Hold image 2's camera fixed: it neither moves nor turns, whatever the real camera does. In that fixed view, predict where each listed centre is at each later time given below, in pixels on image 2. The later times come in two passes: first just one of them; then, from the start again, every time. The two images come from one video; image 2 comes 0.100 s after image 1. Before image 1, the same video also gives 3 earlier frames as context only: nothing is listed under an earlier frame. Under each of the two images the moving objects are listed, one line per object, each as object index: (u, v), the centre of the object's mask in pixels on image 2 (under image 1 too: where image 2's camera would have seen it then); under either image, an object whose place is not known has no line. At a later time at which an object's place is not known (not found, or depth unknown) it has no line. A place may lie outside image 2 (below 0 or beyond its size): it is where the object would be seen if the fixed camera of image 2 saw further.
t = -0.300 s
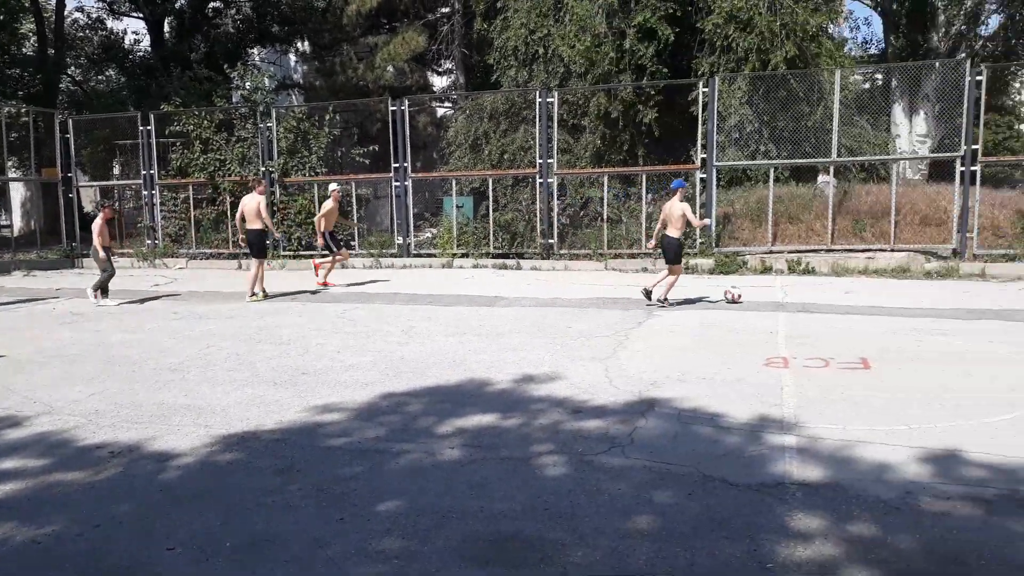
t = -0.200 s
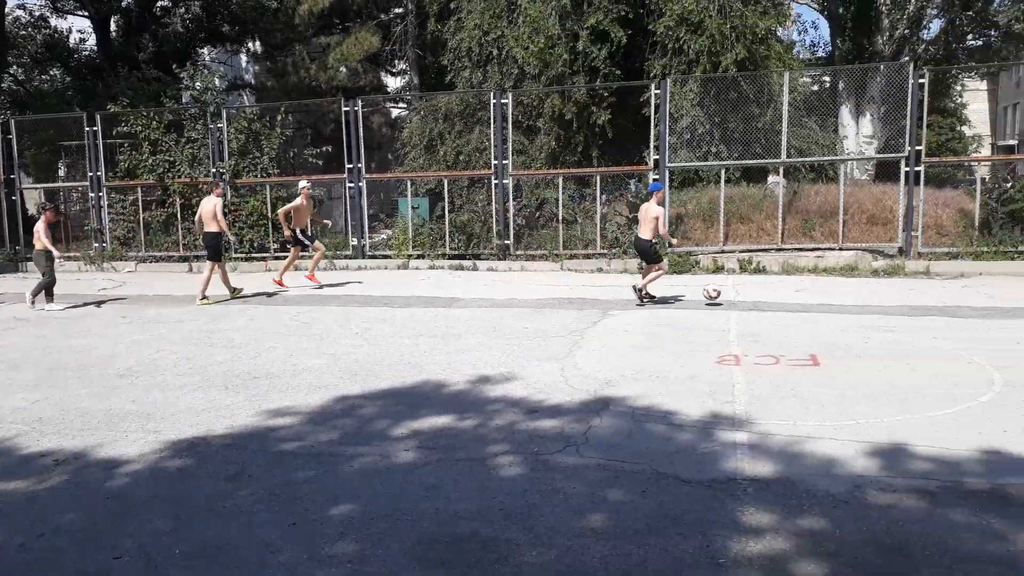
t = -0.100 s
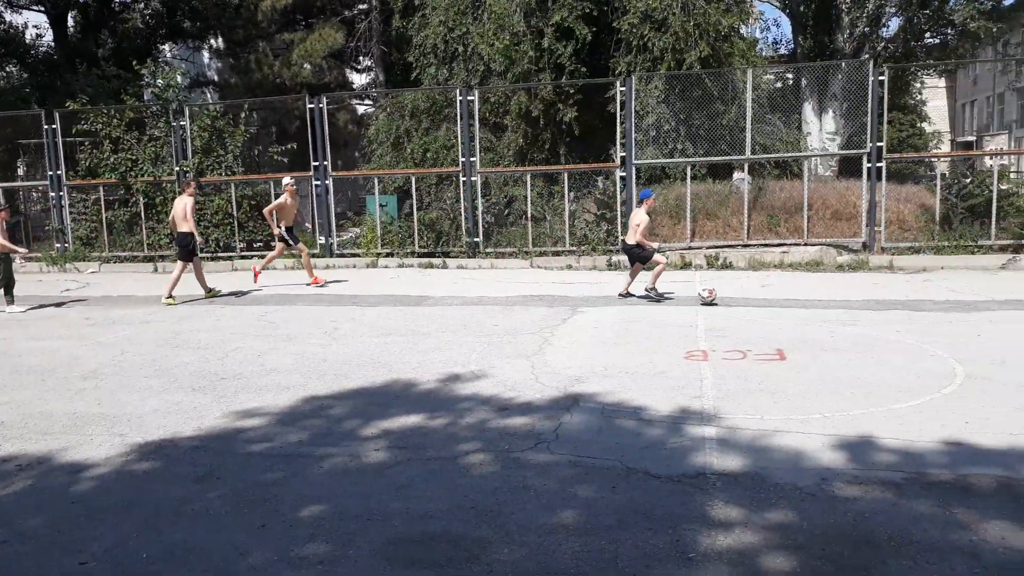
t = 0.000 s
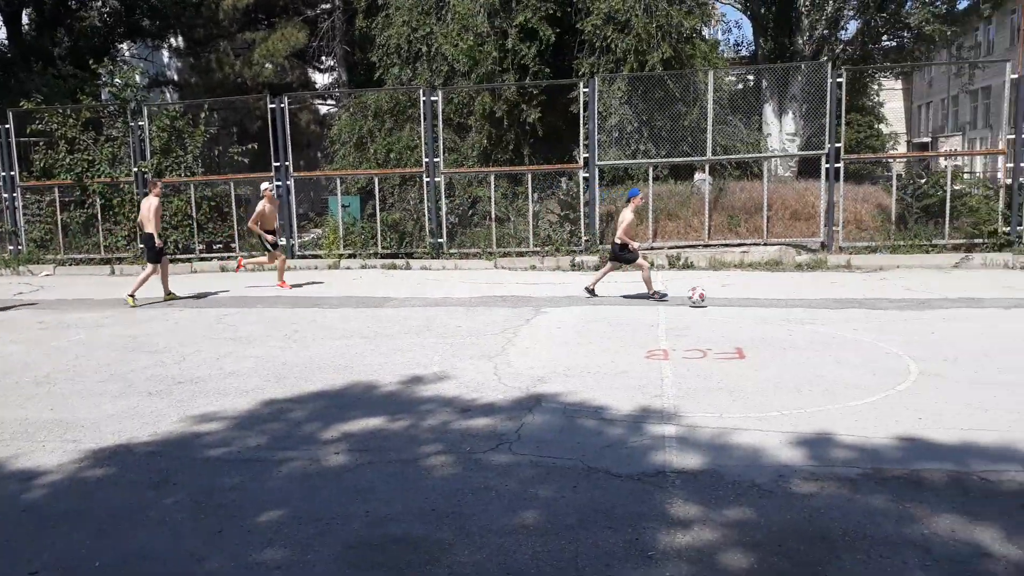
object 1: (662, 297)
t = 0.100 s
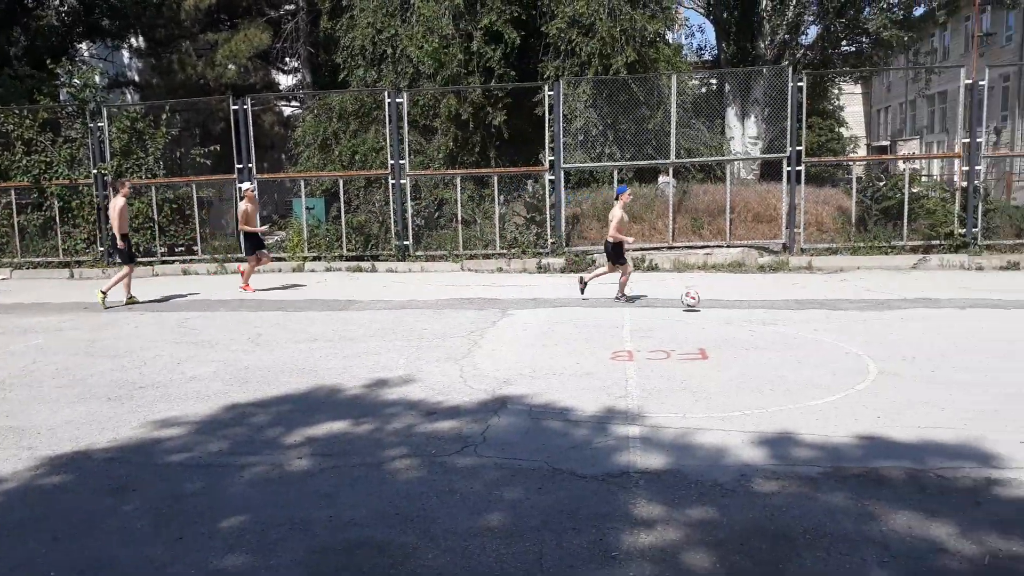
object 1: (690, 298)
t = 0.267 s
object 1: (740, 304)
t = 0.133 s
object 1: (700, 302)
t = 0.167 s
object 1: (709, 304)
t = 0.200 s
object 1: (719, 304)
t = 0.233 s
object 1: (729, 304)
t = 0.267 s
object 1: (740, 304)
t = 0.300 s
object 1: (750, 304)
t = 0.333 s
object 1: (762, 307)
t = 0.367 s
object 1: (773, 310)
